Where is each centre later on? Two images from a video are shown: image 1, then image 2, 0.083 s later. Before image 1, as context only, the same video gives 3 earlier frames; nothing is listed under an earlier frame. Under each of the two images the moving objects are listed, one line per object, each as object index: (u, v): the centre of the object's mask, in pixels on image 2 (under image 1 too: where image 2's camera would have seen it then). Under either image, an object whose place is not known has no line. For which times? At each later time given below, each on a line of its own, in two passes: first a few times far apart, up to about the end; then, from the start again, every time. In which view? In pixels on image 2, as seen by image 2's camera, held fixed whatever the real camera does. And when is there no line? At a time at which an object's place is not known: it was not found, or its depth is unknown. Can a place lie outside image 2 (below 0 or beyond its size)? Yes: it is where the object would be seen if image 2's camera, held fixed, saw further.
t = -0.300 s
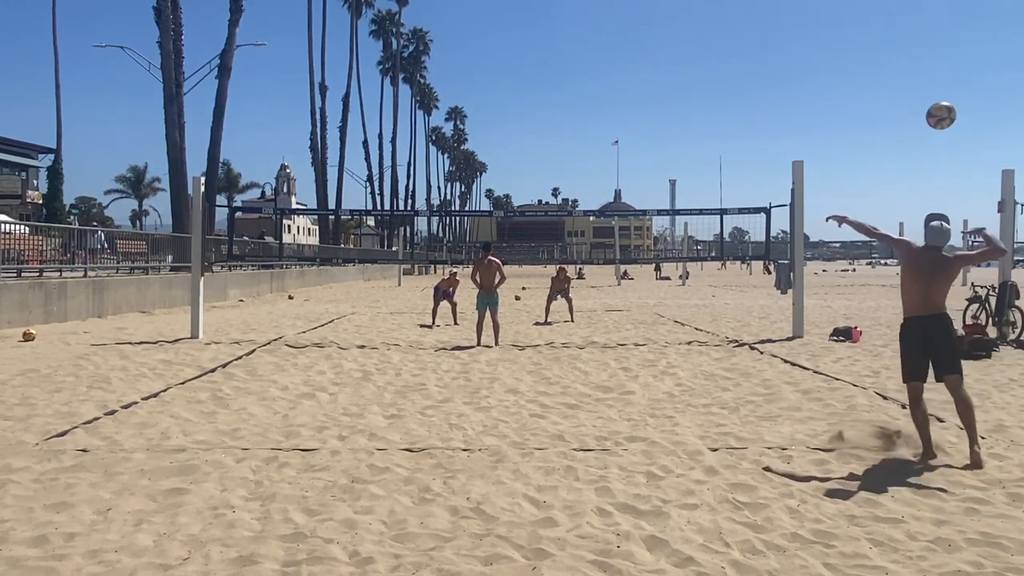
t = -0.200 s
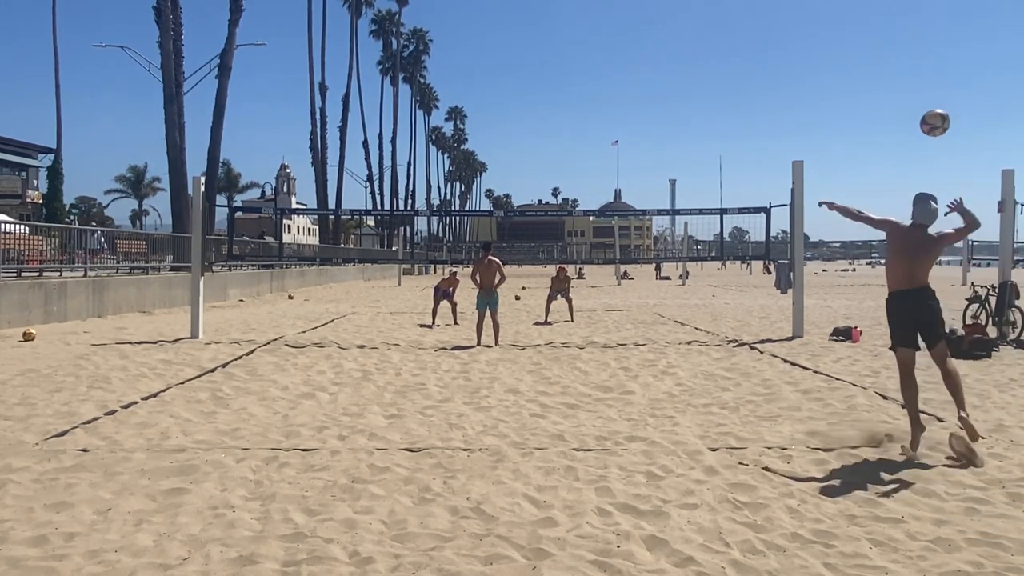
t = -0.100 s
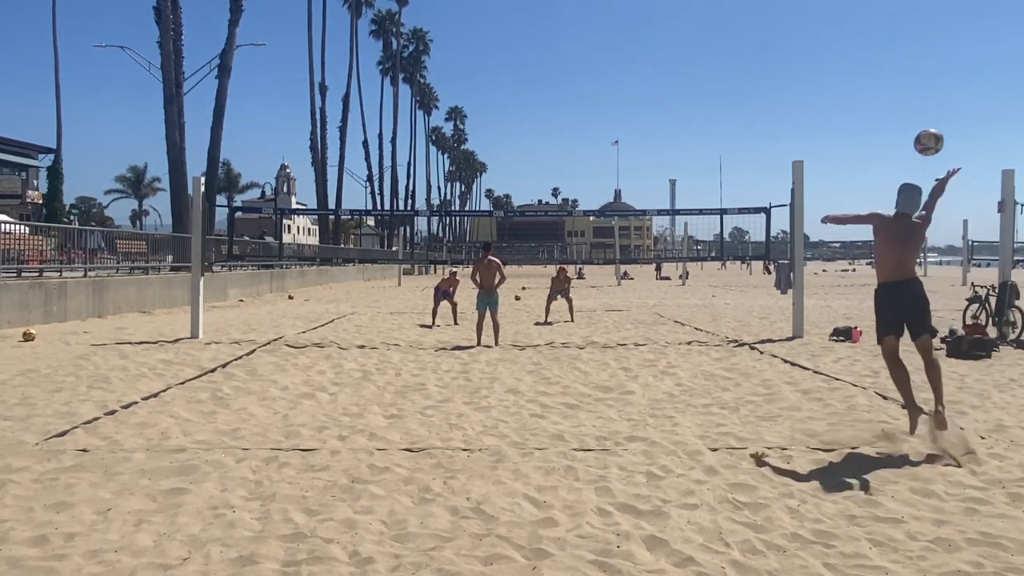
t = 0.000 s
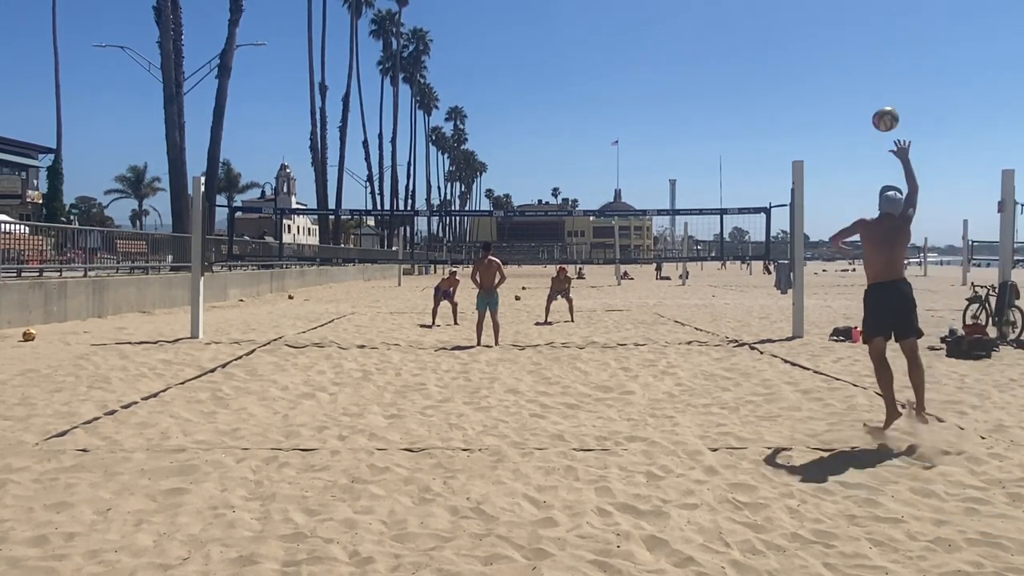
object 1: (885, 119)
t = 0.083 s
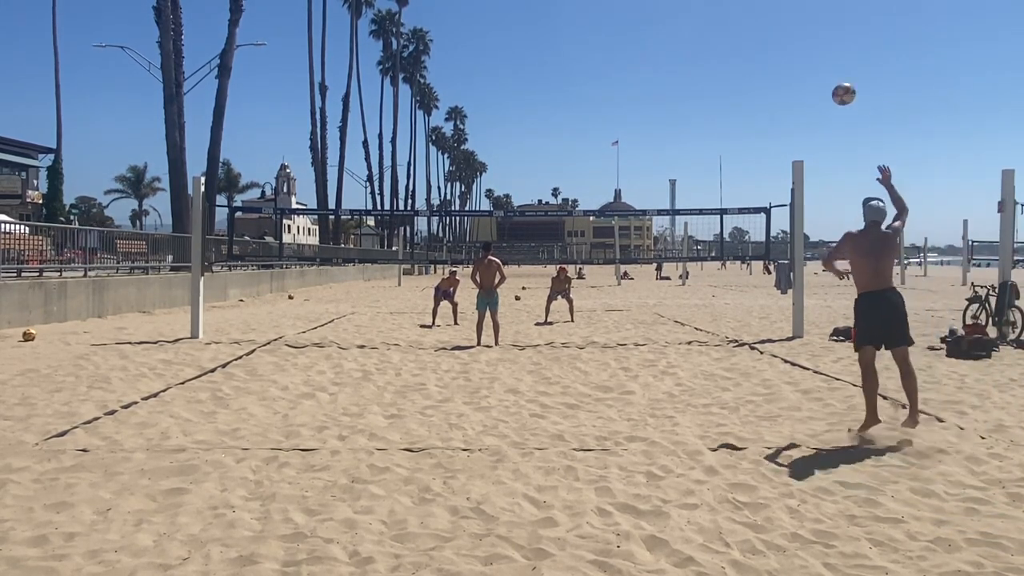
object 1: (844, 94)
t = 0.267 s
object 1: (774, 74)
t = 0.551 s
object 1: (702, 97)
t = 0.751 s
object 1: (668, 135)
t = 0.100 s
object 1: (836, 90)
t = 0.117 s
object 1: (829, 87)
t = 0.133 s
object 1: (822, 84)
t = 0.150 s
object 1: (815, 82)
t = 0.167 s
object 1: (809, 79)
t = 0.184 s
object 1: (802, 78)
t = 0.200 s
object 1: (796, 76)
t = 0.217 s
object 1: (791, 75)
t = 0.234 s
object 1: (785, 74)
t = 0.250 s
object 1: (780, 74)
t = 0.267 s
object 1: (774, 74)
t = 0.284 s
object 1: (769, 73)
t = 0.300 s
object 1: (764, 74)
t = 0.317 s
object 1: (759, 74)
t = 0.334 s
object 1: (754, 75)
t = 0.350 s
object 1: (749, 76)
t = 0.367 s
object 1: (745, 77)
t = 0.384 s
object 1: (740, 78)
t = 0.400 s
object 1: (736, 79)
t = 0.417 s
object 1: (732, 80)
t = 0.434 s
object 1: (728, 82)
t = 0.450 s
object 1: (724, 83)
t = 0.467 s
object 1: (720, 85)
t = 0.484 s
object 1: (716, 87)
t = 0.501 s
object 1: (713, 89)
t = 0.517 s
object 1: (709, 92)
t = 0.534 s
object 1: (705, 94)
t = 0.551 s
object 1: (702, 97)
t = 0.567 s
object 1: (699, 99)
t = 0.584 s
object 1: (695, 102)
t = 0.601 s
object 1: (692, 105)
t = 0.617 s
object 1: (689, 108)
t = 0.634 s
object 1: (686, 111)
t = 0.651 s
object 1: (684, 114)
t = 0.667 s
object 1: (681, 117)
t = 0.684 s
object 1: (678, 121)
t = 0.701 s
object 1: (675, 124)
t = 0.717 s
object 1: (673, 128)
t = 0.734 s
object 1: (671, 131)
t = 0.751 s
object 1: (668, 135)
